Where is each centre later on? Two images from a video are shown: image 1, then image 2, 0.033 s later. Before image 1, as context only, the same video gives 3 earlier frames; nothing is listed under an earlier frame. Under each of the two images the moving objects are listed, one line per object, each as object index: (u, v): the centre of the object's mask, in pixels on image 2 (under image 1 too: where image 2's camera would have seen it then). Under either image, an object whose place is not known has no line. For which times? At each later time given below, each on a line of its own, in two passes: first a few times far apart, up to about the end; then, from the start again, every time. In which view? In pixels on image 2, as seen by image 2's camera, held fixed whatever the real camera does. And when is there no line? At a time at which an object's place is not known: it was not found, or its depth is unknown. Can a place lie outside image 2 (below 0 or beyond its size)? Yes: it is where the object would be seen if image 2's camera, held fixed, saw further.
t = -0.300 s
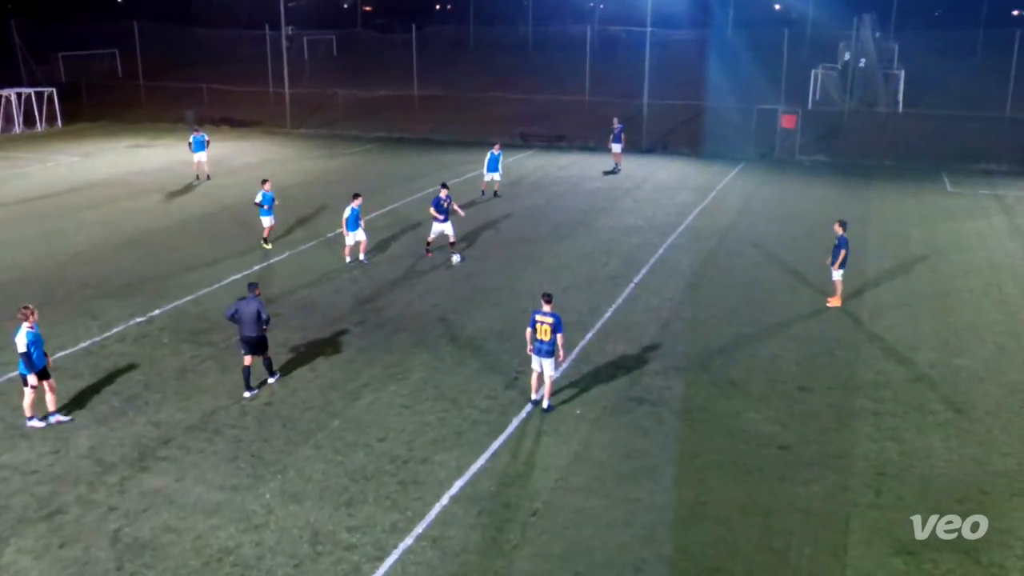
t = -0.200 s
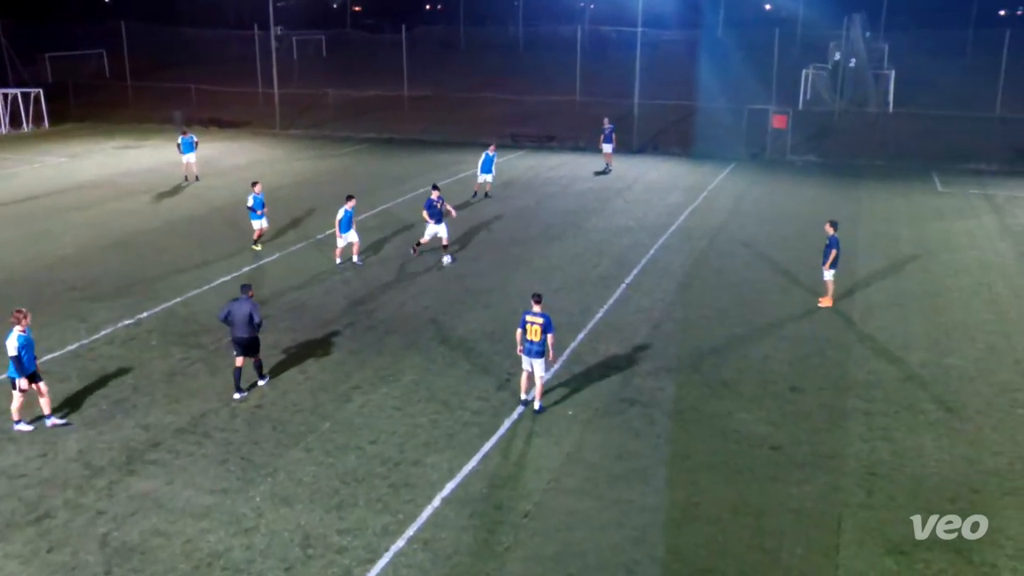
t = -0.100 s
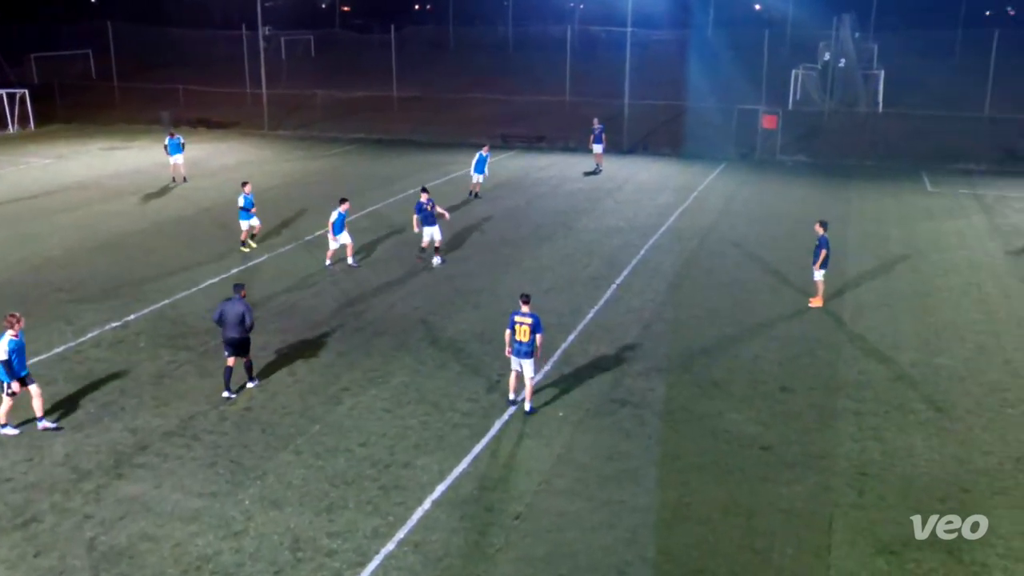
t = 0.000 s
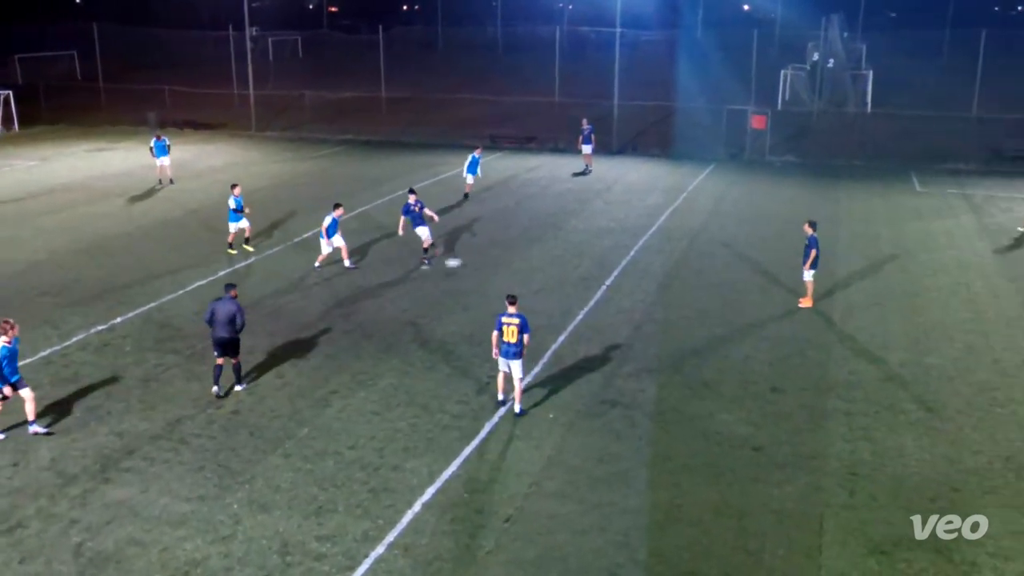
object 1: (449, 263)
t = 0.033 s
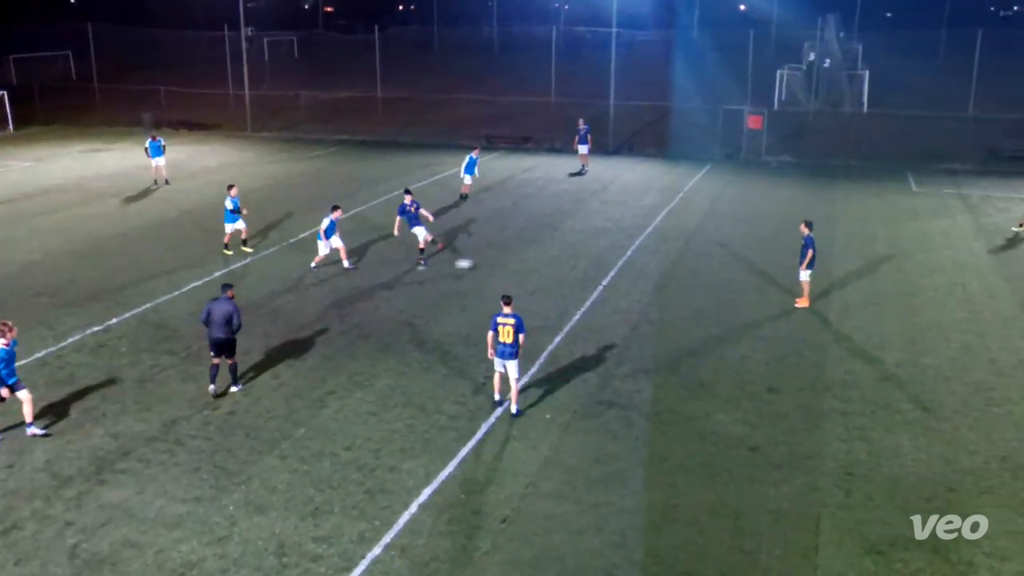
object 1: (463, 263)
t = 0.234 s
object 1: (549, 273)
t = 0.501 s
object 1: (656, 286)
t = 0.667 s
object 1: (718, 292)
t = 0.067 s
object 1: (478, 264)
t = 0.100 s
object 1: (493, 266)
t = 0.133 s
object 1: (507, 268)
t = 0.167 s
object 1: (521, 270)
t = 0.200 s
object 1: (536, 272)
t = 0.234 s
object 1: (549, 273)
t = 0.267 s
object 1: (564, 274)
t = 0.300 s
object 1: (577, 275)
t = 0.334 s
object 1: (591, 276)
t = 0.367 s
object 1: (604, 278)
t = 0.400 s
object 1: (618, 281)
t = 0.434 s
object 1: (632, 283)
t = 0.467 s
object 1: (645, 284)
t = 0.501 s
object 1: (656, 286)
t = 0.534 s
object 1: (668, 288)
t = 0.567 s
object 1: (681, 289)
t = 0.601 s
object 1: (693, 289)
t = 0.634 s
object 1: (706, 290)
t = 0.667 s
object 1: (718, 292)
